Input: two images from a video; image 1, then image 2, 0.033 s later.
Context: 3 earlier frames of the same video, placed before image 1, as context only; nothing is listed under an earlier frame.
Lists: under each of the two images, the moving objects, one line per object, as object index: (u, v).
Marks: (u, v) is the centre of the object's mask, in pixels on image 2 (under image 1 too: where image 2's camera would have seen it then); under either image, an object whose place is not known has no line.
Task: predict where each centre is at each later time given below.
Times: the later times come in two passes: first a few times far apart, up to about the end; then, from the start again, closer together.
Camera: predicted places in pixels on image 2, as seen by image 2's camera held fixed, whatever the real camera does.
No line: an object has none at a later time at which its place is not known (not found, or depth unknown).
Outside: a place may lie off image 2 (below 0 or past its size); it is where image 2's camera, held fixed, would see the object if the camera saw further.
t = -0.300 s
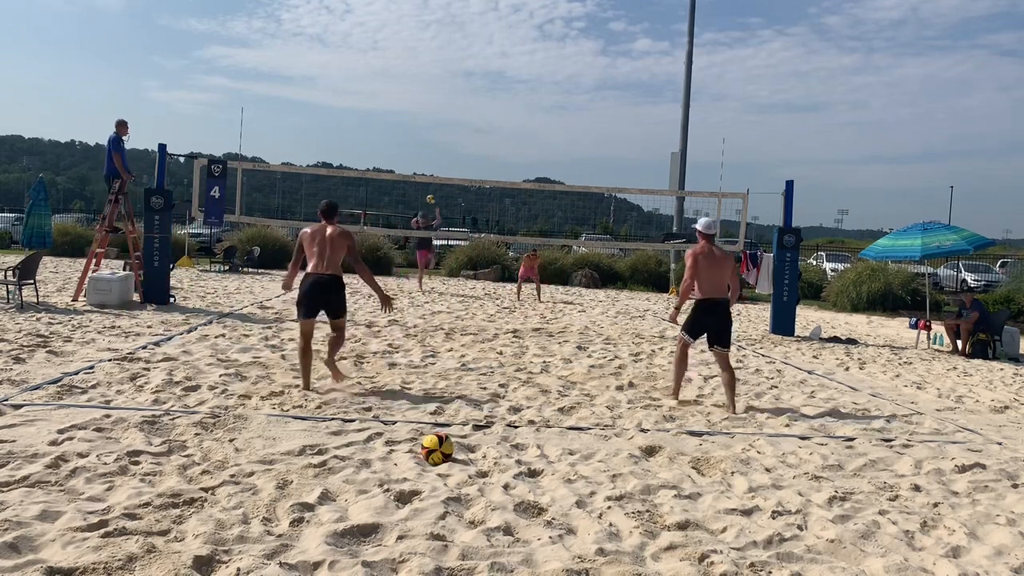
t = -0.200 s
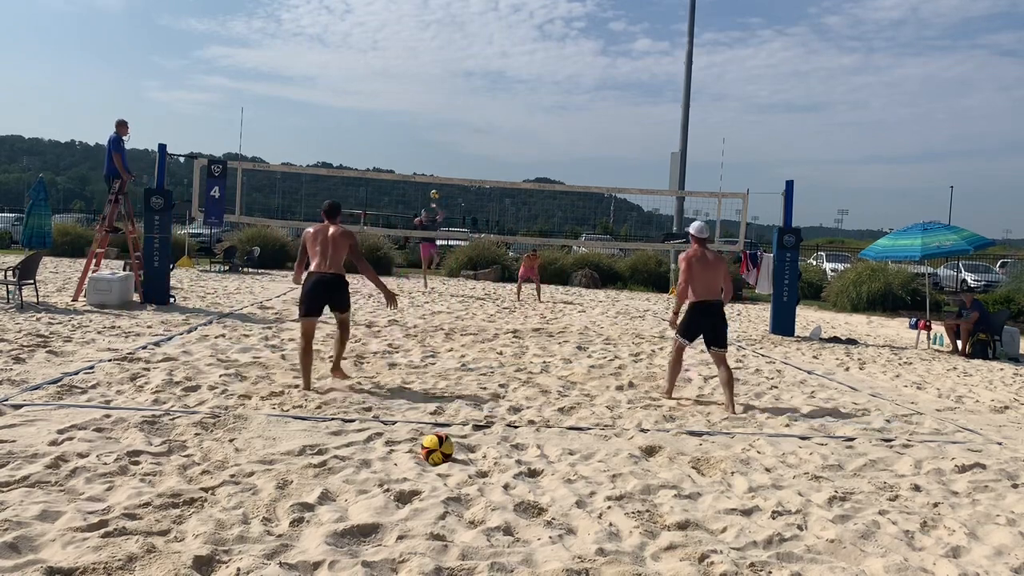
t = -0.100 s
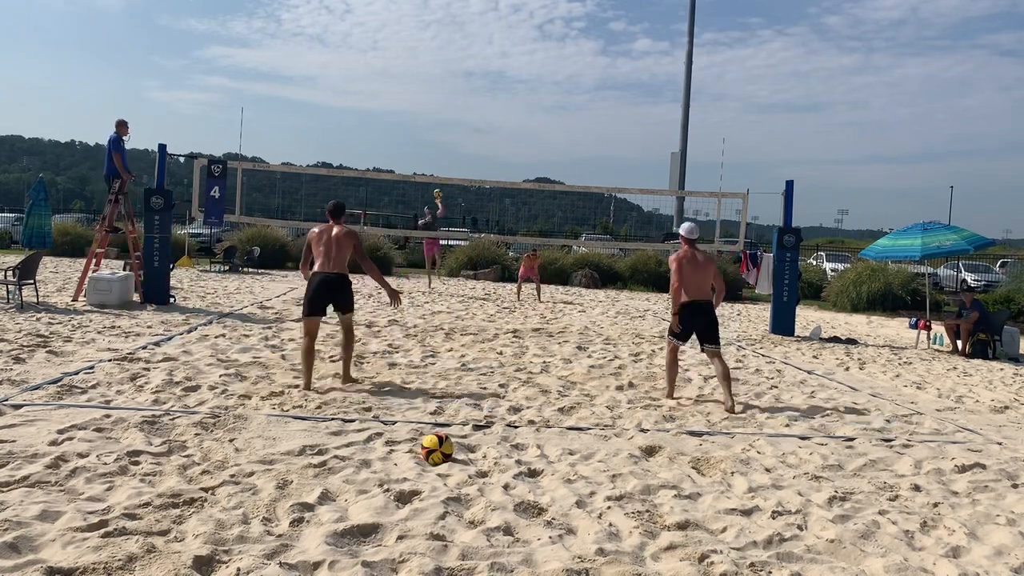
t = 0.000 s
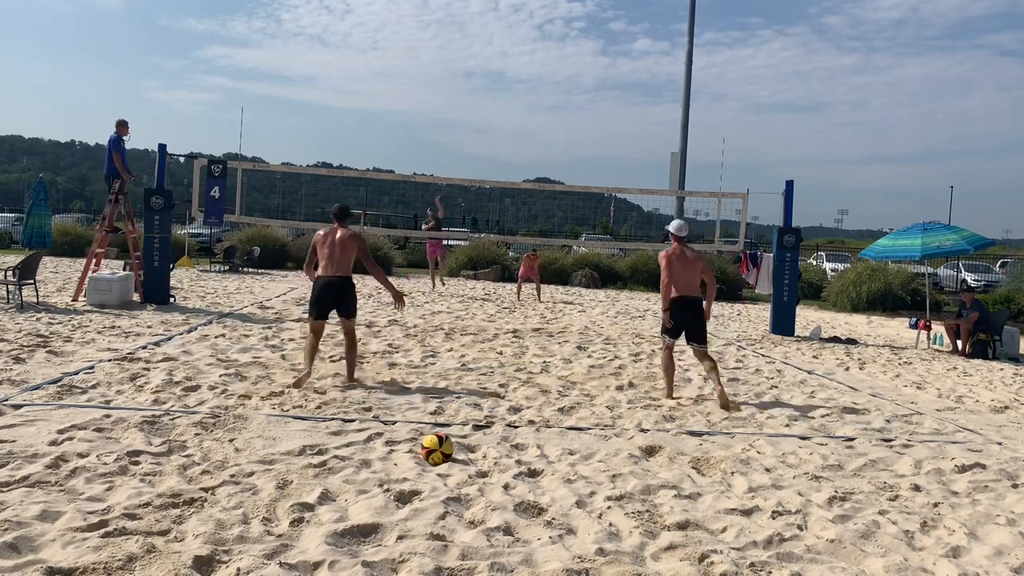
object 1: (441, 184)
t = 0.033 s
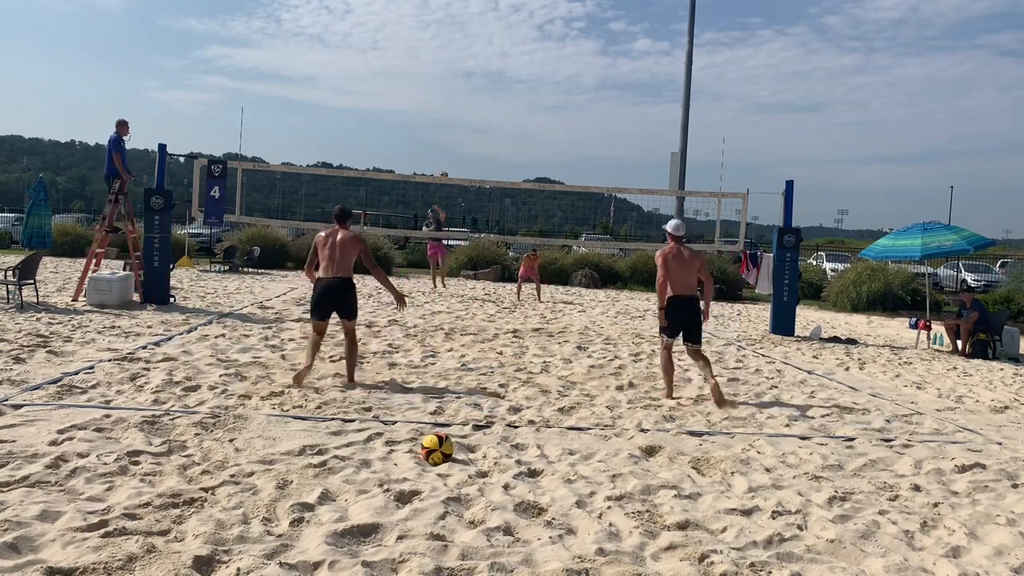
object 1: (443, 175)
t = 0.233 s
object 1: (453, 147)
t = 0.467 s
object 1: (470, 135)
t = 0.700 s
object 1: (486, 155)
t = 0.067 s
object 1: (445, 170)
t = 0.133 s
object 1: (448, 160)
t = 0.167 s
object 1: (450, 156)
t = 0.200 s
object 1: (452, 151)
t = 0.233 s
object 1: (453, 147)
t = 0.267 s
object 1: (456, 144)
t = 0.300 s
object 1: (458, 140)
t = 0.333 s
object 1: (460, 138)
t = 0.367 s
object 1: (463, 137)
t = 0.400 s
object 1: (465, 135)
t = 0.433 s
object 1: (468, 135)
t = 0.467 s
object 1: (470, 135)
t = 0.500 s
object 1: (472, 135)
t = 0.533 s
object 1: (475, 137)
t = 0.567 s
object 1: (477, 139)
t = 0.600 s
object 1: (479, 141)
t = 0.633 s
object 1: (481, 145)
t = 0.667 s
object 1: (484, 149)
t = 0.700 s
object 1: (486, 155)
